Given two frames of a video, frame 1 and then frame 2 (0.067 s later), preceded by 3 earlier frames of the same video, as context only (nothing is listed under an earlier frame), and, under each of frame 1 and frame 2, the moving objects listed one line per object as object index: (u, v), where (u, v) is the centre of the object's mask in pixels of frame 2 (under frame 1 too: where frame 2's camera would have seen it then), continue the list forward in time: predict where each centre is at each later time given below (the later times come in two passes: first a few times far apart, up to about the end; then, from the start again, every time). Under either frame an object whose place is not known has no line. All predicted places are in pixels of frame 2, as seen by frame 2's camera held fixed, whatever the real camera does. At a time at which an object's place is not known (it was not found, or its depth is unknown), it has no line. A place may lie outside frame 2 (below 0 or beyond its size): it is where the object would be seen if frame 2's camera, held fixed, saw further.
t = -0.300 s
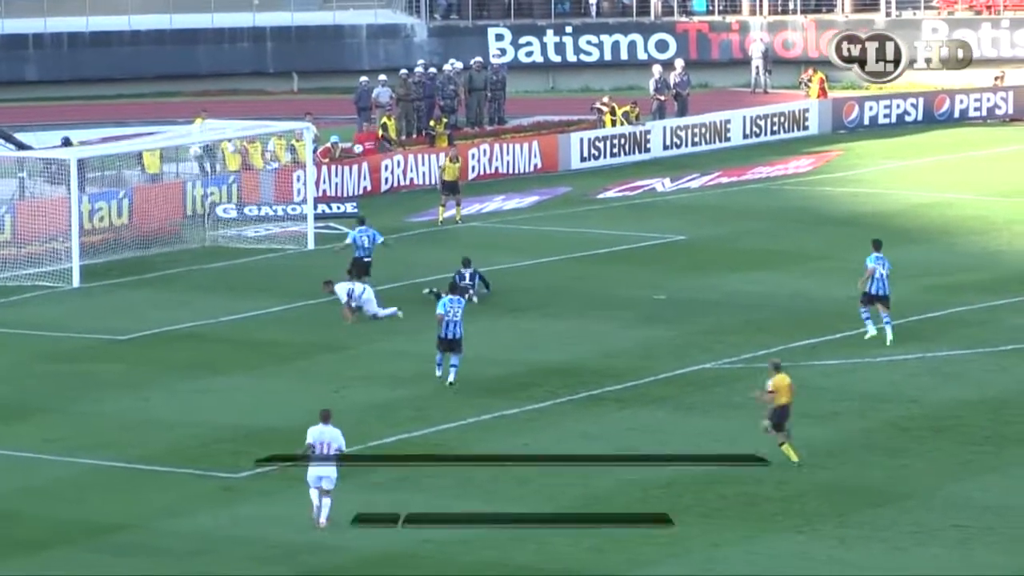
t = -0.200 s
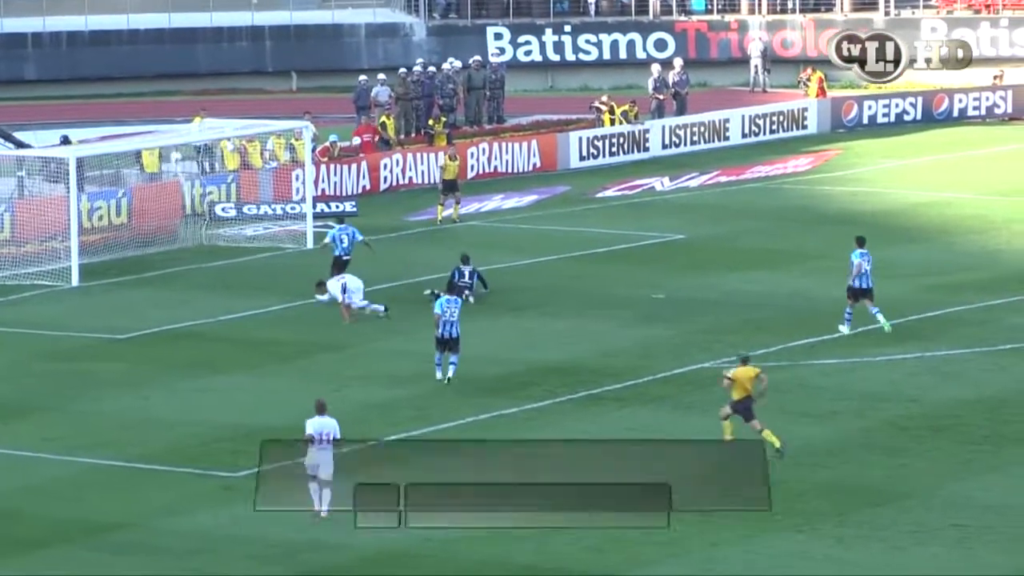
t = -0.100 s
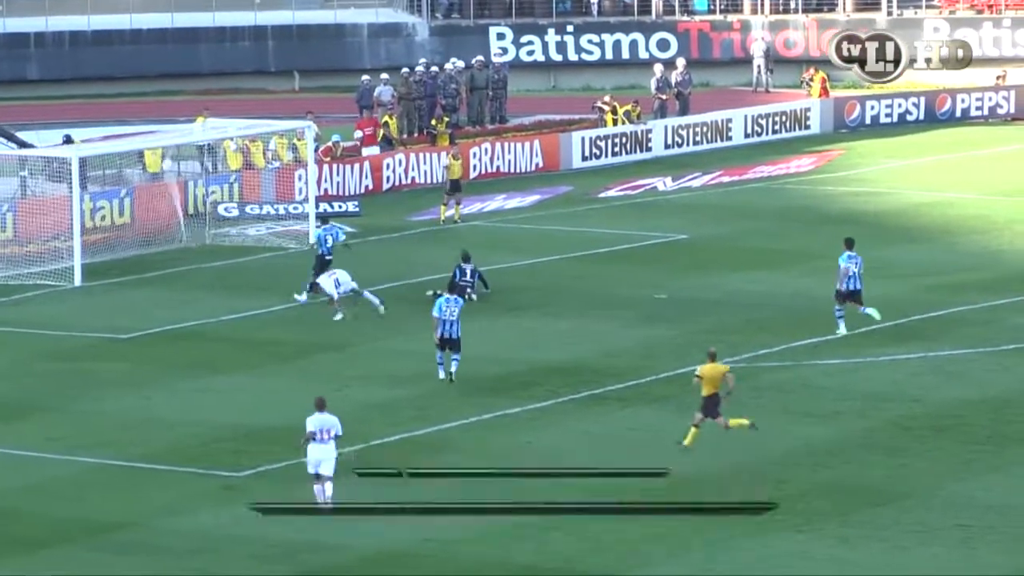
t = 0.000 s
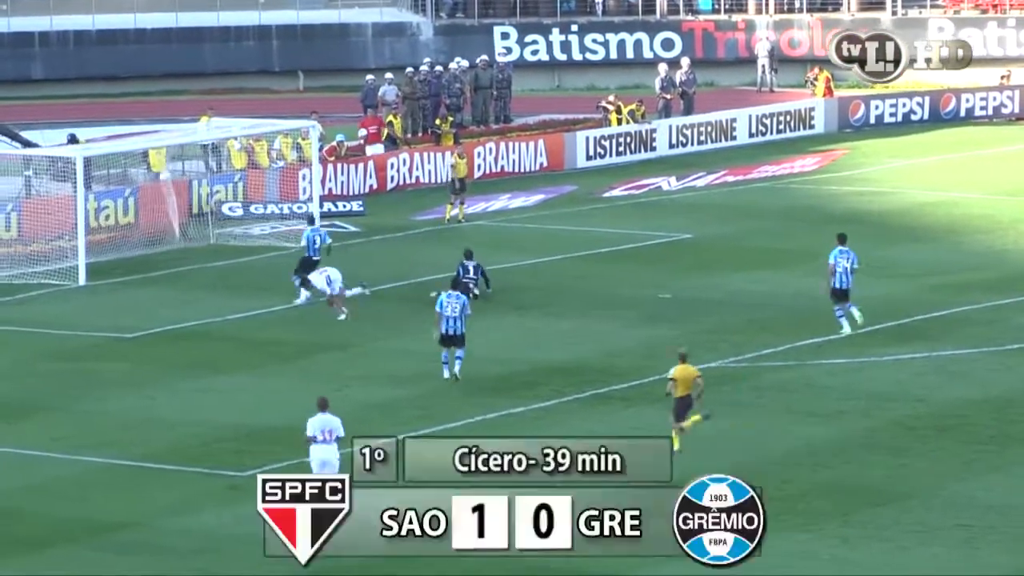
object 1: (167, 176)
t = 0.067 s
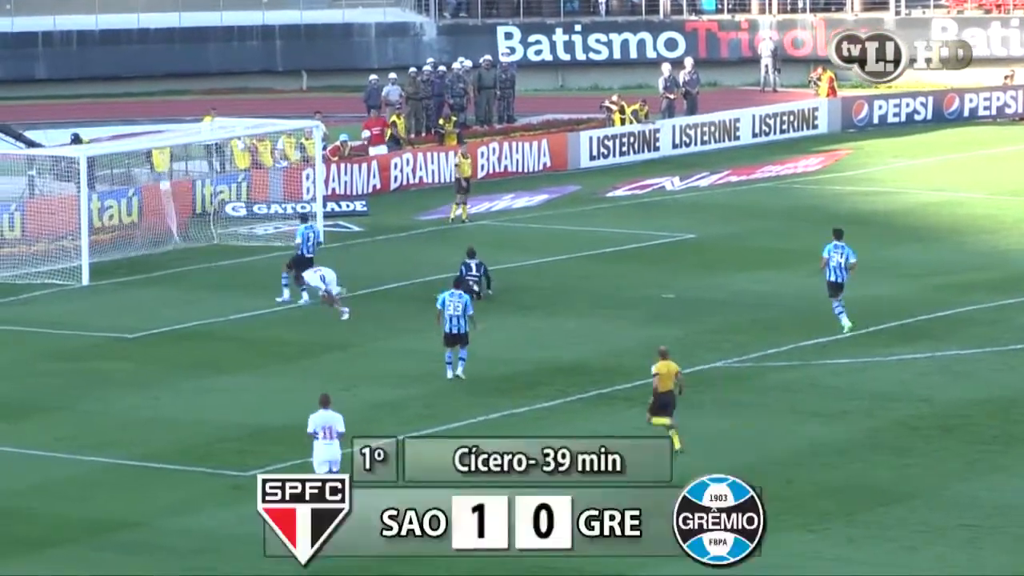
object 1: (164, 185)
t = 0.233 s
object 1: (157, 217)
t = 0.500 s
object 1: (151, 233)
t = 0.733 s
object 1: (147, 221)
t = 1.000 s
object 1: (144, 239)
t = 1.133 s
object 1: (142, 255)
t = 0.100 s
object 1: (163, 191)
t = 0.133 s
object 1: (162, 196)
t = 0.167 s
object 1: (160, 203)
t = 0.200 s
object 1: (159, 210)
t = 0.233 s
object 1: (157, 217)
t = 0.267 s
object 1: (156, 225)
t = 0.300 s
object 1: (155, 232)
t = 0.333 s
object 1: (153, 240)
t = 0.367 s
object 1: (152, 248)
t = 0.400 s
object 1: (152, 245)
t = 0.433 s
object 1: (152, 241)
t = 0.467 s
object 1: (151, 237)
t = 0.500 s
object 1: (151, 233)
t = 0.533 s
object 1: (149, 229)
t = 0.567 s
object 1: (149, 226)
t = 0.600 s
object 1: (148, 224)
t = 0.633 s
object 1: (148, 222)
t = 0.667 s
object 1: (148, 222)
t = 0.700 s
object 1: (147, 221)
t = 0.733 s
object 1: (147, 221)
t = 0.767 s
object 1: (146, 221)
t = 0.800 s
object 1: (146, 222)
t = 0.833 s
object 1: (146, 224)
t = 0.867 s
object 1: (145, 226)
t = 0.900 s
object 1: (144, 228)
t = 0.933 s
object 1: (144, 231)
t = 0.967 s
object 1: (144, 235)
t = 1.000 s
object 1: (144, 239)
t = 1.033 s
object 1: (143, 244)
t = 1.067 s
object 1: (143, 249)
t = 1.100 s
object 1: (143, 255)
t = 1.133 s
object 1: (142, 255)
